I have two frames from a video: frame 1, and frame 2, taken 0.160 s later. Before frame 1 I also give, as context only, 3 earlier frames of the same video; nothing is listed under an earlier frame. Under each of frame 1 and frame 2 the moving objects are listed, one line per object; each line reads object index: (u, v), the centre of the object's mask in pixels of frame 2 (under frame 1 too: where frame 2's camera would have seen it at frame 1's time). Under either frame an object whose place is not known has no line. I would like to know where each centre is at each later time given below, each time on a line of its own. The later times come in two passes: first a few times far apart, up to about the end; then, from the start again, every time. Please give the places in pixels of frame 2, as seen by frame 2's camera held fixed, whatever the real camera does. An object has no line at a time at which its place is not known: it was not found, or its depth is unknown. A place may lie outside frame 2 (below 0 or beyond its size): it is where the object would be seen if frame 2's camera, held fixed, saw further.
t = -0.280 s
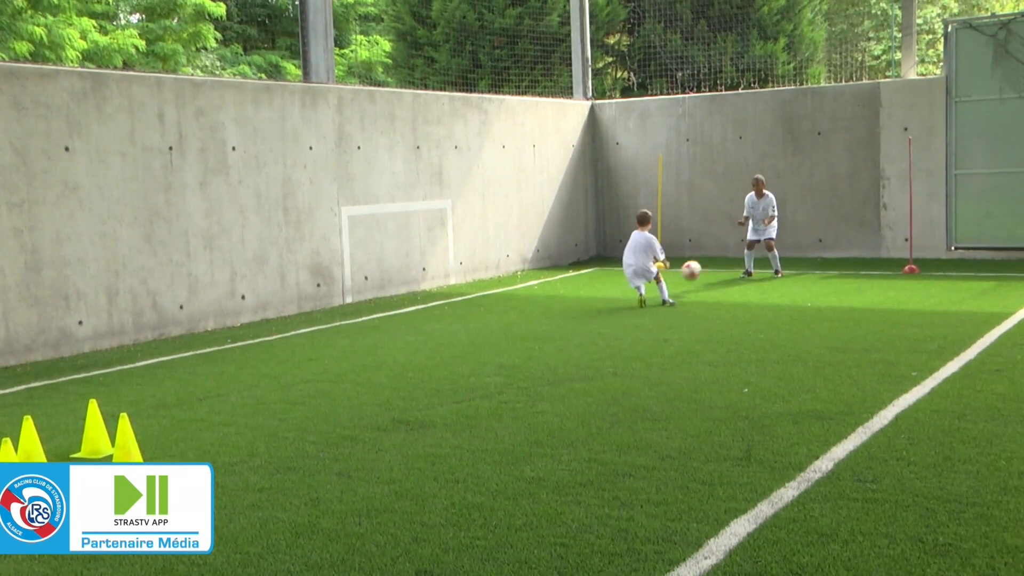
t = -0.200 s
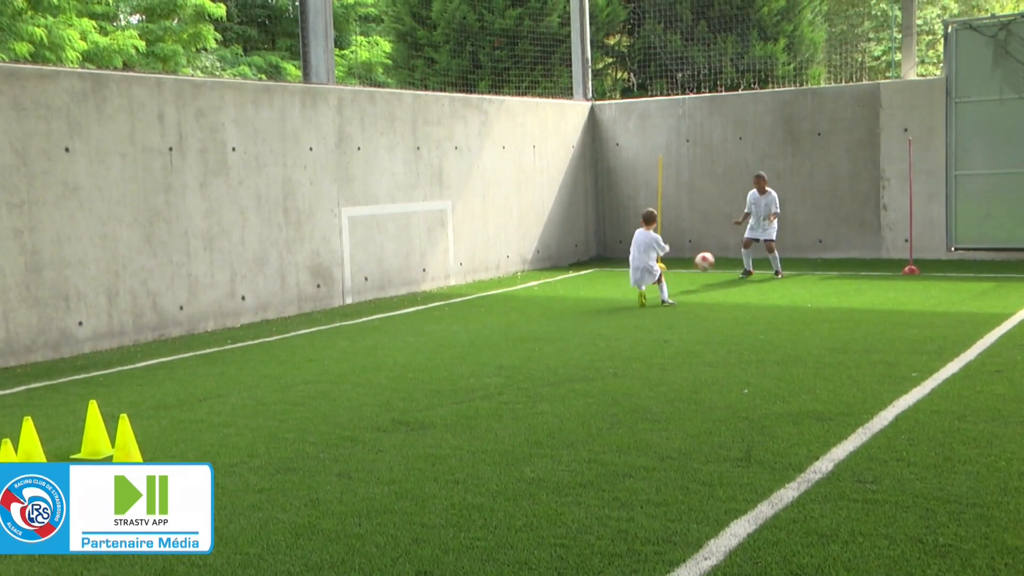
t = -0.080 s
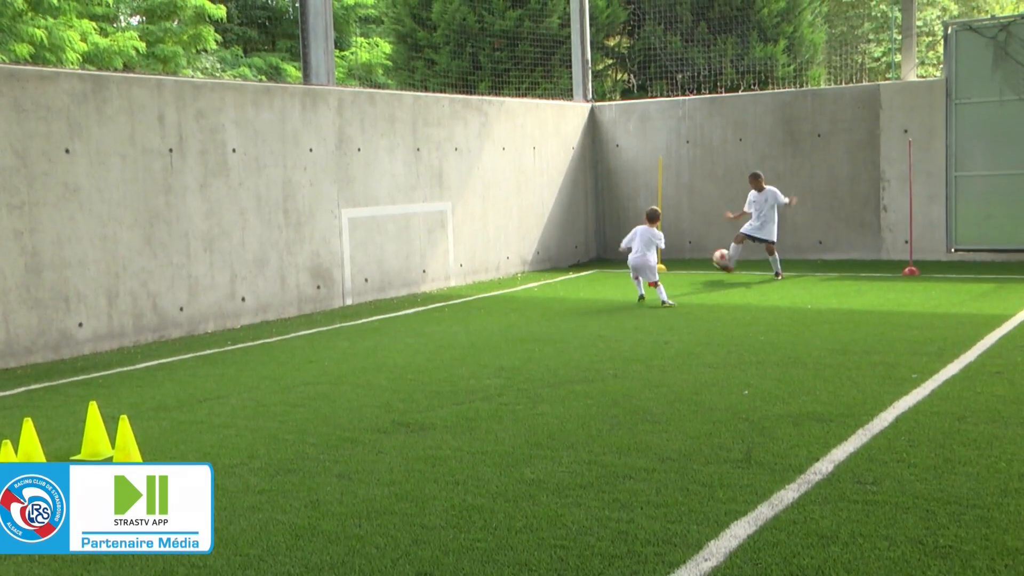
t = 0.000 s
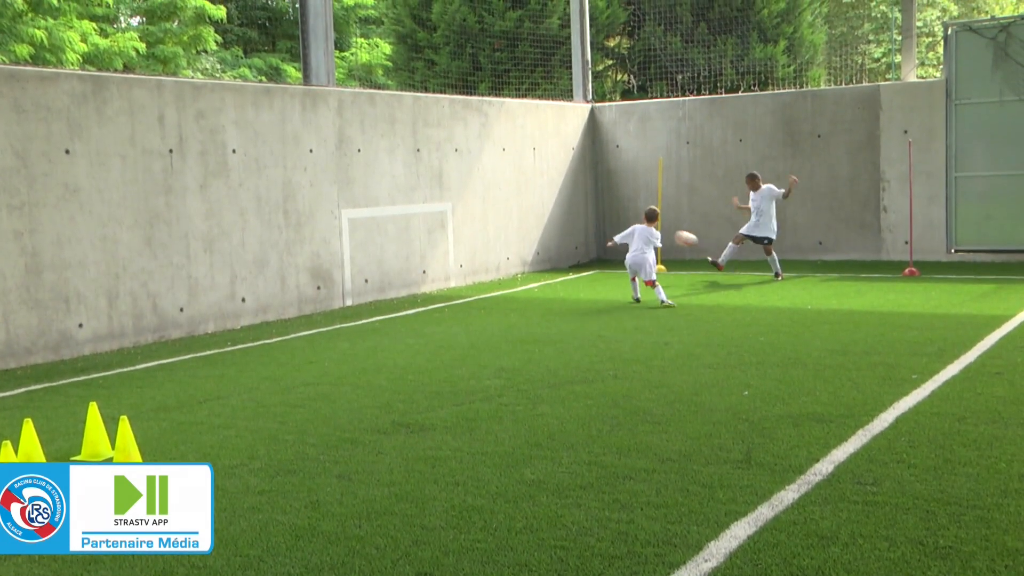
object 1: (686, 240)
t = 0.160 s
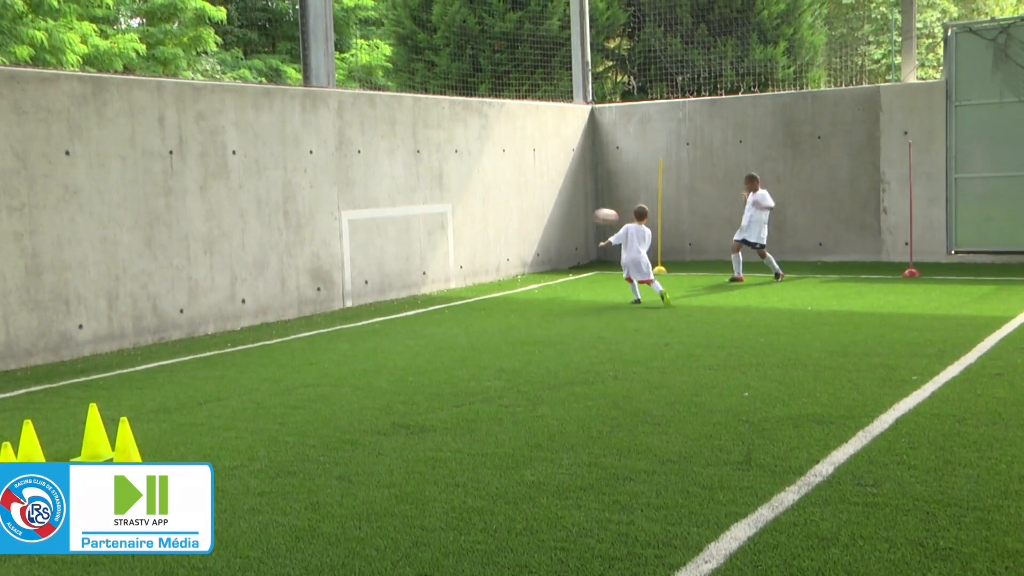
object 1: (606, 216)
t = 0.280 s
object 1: (546, 212)
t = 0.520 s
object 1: (423, 238)
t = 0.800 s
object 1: (383, 301)
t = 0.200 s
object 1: (586, 213)
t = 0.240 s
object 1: (566, 212)
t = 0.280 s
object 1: (546, 212)
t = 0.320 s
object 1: (525, 214)
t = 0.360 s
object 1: (505, 216)
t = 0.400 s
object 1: (484, 220)
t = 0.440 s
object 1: (464, 225)
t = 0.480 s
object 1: (442, 232)
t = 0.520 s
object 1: (423, 238)
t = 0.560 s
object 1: (404, 246)
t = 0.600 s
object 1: (384, 256)
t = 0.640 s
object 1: (360, 269)
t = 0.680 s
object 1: (366, 276)
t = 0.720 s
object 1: (373, 287)
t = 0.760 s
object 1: (378, 300)
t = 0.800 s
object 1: (383, 301)
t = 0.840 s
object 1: (388, 293)
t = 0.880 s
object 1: (395, 287)
